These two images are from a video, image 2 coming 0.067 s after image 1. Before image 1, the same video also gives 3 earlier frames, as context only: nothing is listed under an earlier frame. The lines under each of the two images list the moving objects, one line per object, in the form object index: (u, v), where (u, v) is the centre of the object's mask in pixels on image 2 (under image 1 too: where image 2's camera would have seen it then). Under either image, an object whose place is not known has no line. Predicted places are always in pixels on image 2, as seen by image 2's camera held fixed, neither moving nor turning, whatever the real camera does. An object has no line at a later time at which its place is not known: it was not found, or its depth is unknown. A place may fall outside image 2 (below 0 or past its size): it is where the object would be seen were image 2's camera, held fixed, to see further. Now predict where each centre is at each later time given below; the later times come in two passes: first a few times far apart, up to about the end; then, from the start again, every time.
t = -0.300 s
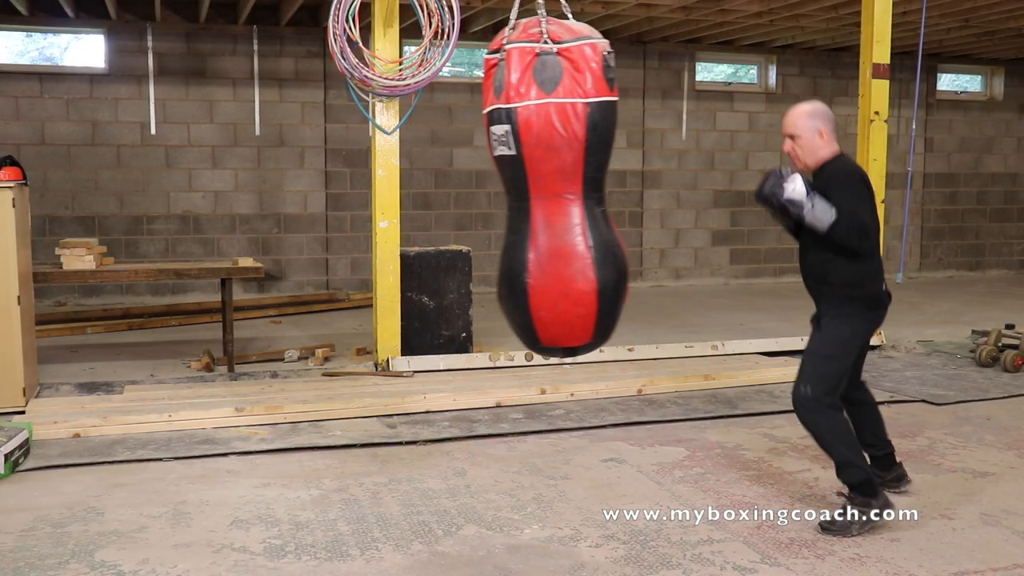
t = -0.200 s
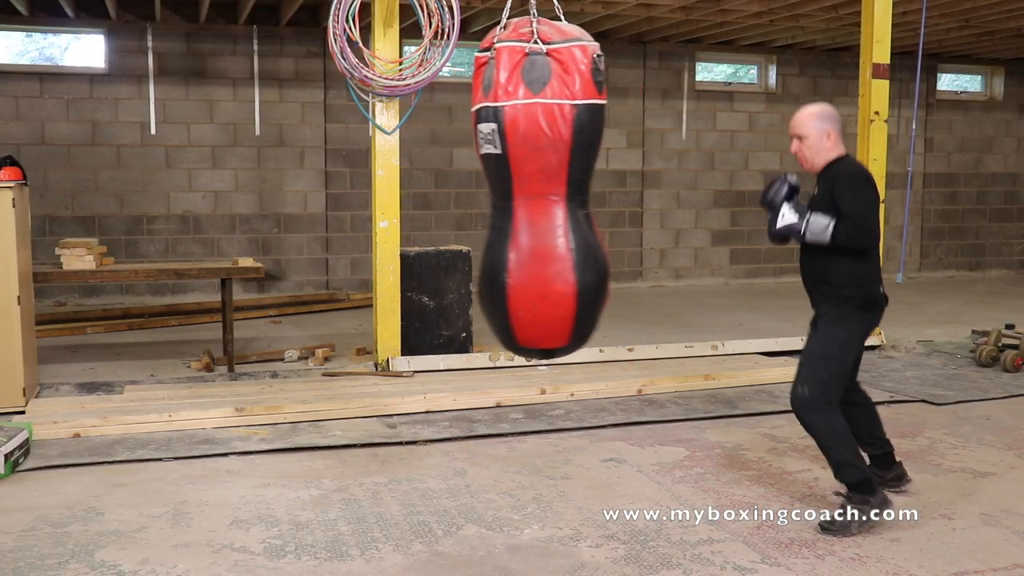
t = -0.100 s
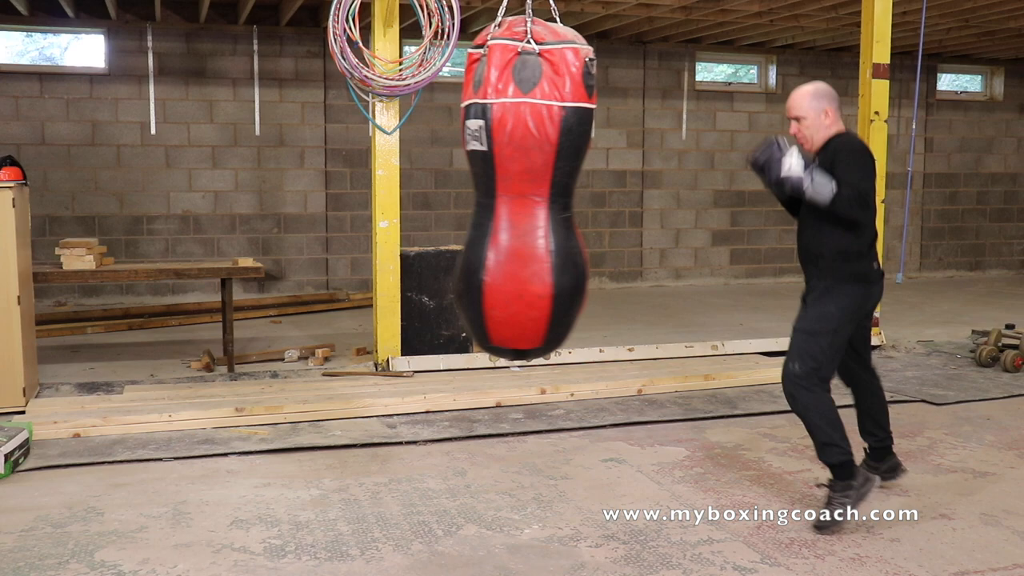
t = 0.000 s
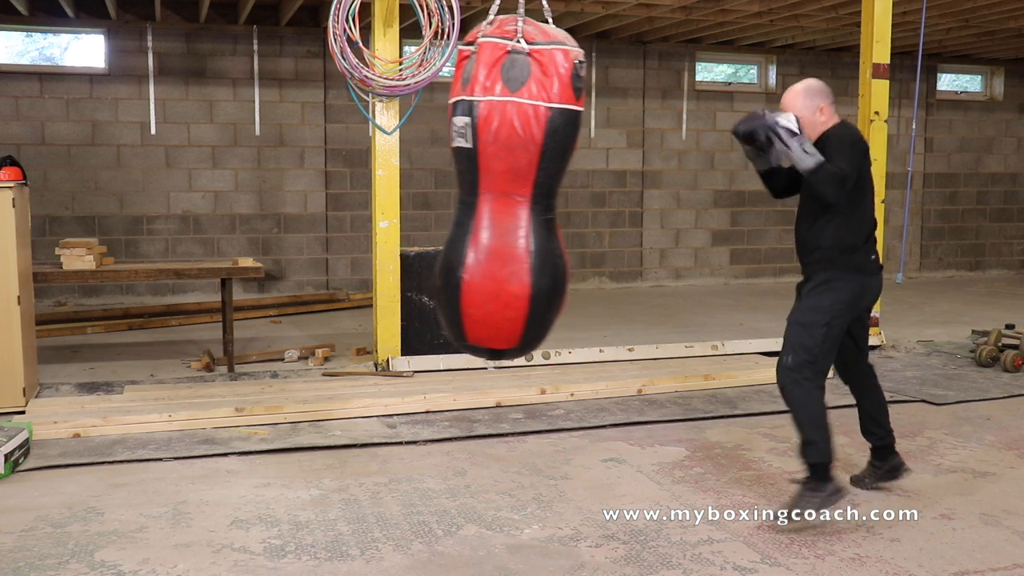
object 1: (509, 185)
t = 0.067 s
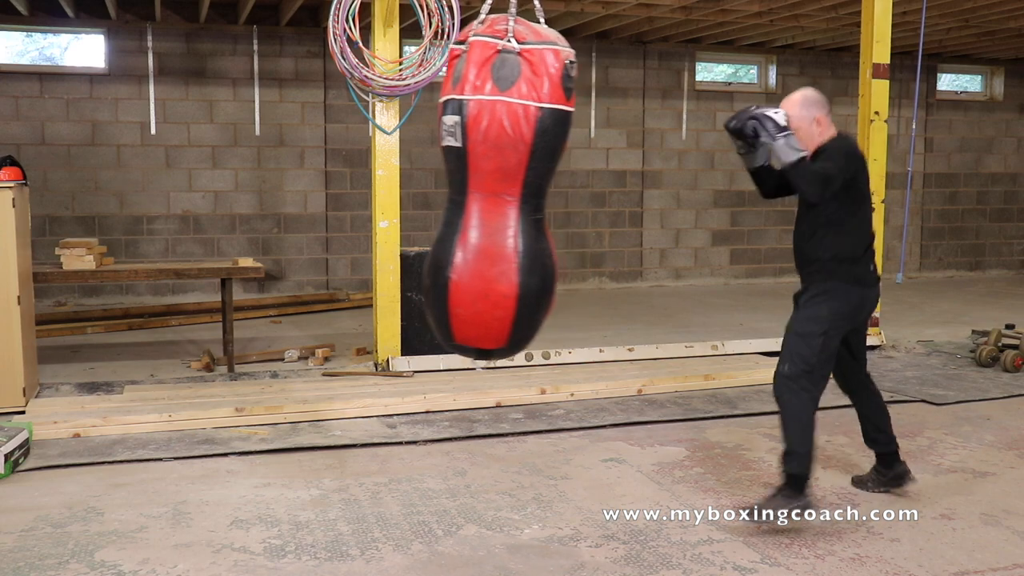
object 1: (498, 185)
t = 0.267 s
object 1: (472, 183)
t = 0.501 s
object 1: (458, 182)
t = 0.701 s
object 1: (462, 183)
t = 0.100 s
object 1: (493, 185)
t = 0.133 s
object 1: (488, 185)
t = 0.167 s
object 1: (484, 185)
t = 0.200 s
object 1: (479, 184)
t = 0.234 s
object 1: (475, 184)
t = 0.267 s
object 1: (472, 183)
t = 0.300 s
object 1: (469, 183)
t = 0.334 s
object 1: (466, 183)
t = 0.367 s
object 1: (463, 183)
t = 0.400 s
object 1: (461, 182)
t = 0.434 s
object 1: (460, 183)
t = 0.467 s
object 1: (459, 182)
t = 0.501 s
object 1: (458, 182)
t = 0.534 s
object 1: (457, 182)
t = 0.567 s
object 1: (457, 182)
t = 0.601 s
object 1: (458, 183)
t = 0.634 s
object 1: (459, 183)
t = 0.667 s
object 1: (460, 183)
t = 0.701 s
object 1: (462, 183)
